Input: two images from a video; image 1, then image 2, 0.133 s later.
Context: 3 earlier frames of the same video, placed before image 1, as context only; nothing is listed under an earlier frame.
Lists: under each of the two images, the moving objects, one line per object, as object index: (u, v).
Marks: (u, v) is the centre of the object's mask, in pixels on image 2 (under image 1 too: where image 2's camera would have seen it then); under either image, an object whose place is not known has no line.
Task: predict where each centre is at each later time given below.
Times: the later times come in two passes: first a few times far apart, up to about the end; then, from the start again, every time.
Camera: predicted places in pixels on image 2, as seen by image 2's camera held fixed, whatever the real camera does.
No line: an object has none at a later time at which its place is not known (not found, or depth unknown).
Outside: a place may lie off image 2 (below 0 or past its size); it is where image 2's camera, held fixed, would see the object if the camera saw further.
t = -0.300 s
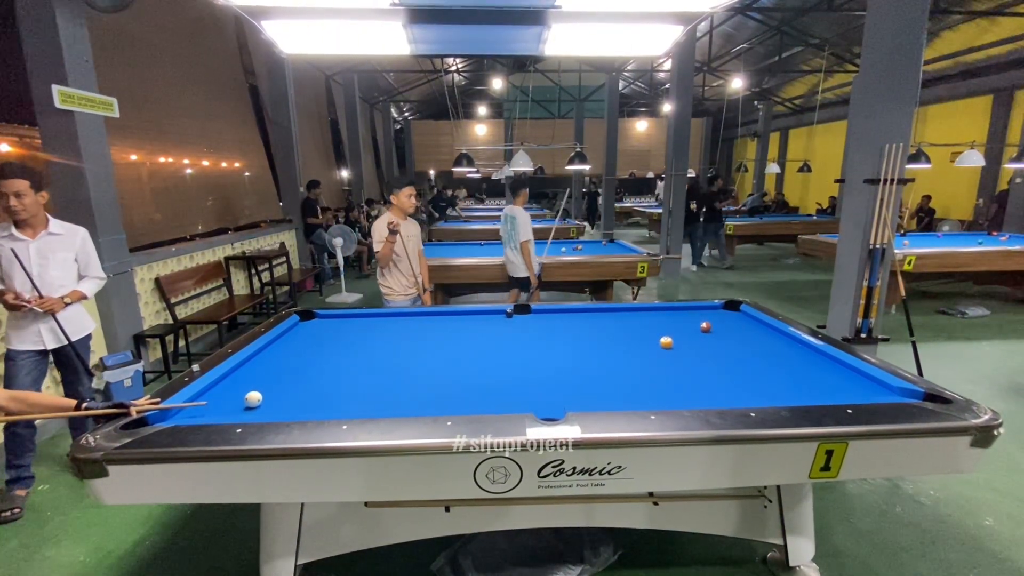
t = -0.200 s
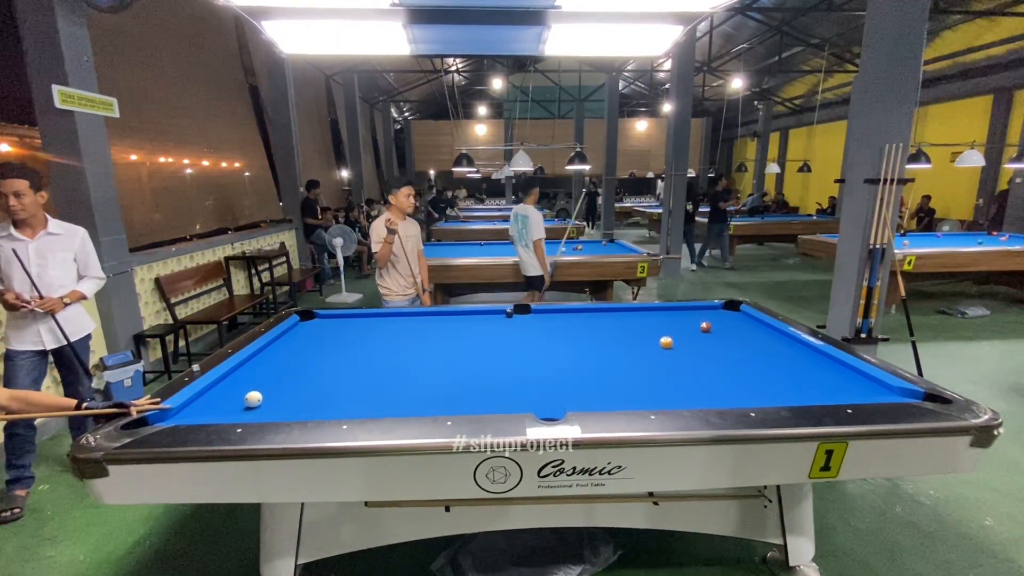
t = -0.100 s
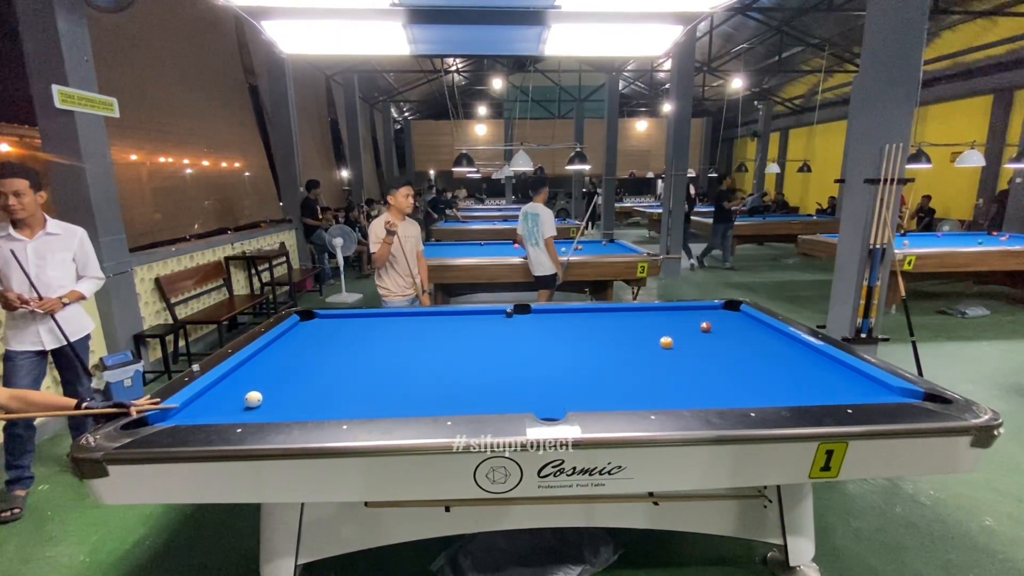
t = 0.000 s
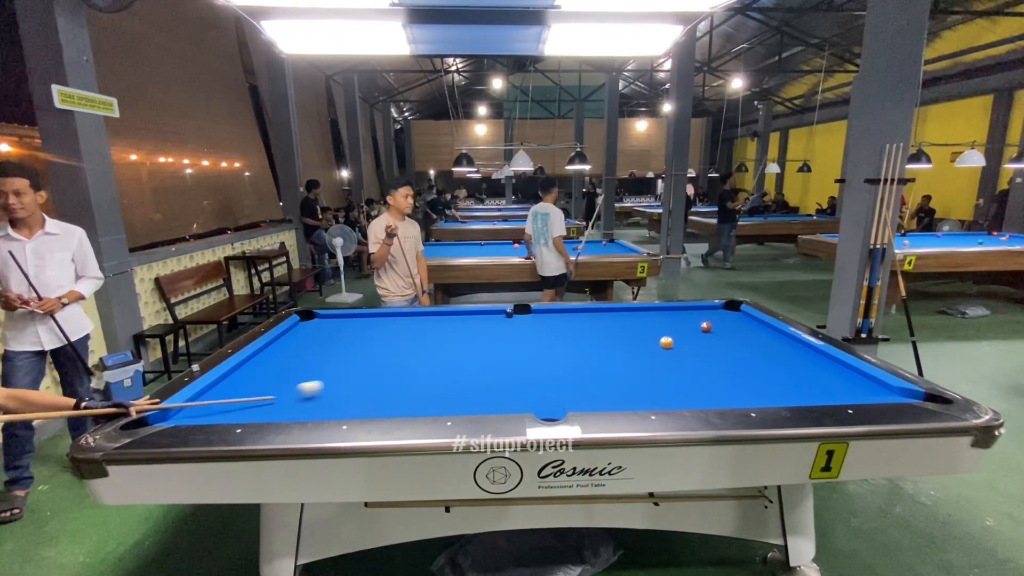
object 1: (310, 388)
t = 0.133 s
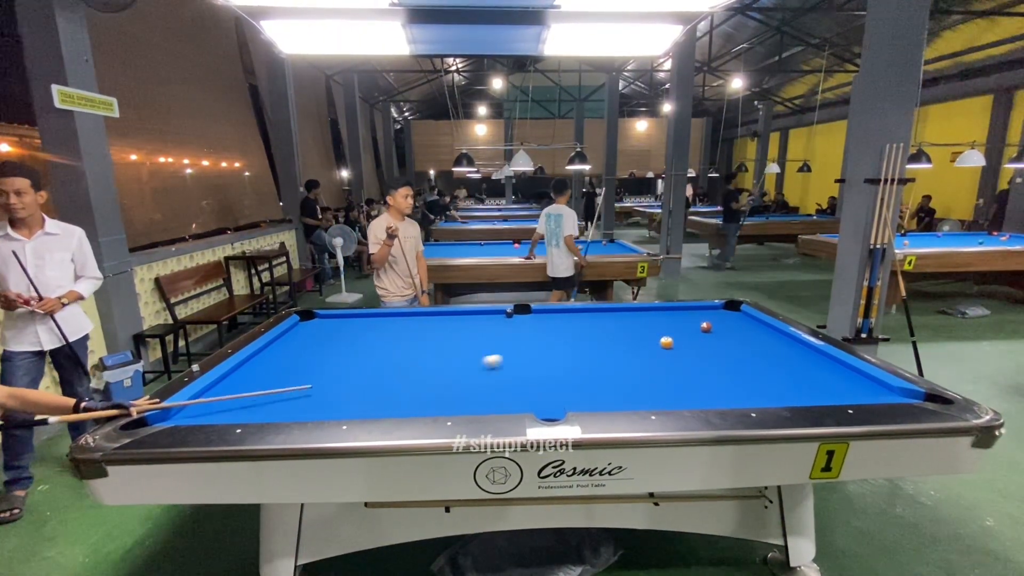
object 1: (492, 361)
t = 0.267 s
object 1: (625, 341)
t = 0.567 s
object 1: (793, 342)
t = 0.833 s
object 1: (737, 355)
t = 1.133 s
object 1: (668, 372)
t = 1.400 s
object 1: (598, 390)
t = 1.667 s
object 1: (525, 401)
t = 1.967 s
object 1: (487, 382)
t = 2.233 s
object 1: (459, 367)
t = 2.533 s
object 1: (434, 354)
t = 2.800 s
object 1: (415, 344)
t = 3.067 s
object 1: (399, 335)
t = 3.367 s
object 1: (383, 327)
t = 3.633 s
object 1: (371, 320)
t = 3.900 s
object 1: (360, 315)
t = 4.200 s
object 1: (350, 319)
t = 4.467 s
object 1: (342, 321)
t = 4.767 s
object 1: (333, 324)
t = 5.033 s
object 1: (326, 326)
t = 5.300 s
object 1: (320, 329)
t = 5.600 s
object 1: (313, 331)
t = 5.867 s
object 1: (309, 332)
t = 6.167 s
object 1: (305, 333)
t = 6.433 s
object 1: (303, 334)
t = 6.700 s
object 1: (301, 335)
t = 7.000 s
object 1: (301, 335)
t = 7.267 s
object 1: (301, 335)
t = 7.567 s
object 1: (301, 335)
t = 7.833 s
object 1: (301, 335)
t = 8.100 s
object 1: (301, 335)
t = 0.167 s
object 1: (529, 355)
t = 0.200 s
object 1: (563, 350)
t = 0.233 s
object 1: (595, 346)
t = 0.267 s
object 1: (625, 341)
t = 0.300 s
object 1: (653, 337)
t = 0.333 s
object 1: (679, 333)
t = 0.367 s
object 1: (703, 329)
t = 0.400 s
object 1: (720, 332)
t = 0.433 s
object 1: (738, 334)
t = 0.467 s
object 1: (755, 336)
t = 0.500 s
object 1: (772, 338)
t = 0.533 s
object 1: (790, 340)
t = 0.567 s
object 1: (793, 342)
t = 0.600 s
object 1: (785, 344)
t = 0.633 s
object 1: (778, 345)
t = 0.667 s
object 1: (770, 347)
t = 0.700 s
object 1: (764, 349)
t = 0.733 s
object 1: (757, 350)
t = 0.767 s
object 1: (751, 352)
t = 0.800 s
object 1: (744, 354)
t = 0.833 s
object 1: (737, 355)
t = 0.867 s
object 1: (730, 357)
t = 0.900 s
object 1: (722, 359)
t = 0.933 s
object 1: (715, 361)
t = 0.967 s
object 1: (708, 363)
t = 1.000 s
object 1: (700, 365)
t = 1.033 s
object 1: (692, 367)
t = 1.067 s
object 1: (684, 369)
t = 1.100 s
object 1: (676, 370)
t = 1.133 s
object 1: (668, 372)
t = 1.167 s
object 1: (660, 375)
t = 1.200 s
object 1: (651, 377)
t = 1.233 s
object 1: (643, 379)
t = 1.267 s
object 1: (634, 381)
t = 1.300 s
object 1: (625, 383)
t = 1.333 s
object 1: (616, 385)
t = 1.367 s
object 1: (607, 388)
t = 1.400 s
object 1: (598, 390)
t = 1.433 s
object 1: (589, 392)
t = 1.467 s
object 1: (579, 395)
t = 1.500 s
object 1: (569, 397)
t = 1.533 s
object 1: (559, 400)
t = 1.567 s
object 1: (549, 402)
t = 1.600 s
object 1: (538, 405)
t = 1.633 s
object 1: (529, 404)
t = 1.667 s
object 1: (525, 401)
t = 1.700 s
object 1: (520, 399)
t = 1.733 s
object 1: (516, 398)
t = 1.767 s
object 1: (511, 395)
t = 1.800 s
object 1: (507, 393)
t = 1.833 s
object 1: (503, 391)
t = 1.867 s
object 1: (499, 388)
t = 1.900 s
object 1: (495, 386)
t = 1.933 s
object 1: (491, 384)
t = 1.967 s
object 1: (487, 382)
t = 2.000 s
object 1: (483, 380)
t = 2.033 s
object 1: (480, 378)
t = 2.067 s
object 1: (476, 376)
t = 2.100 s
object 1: (472, 374)
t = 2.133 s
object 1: (469, 373)
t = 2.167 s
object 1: (466, 371)
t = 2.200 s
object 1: (463, 369)
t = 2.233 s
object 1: (459, 367)
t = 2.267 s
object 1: (456, 366)
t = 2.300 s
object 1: (453, 364)
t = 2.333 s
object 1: (451, 362)
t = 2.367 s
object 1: (447, 361)
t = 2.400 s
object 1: (445, 359)
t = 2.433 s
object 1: (442, 358)
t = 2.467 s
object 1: (439, 356)
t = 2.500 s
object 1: (437, 355)
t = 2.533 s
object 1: (434, 354)
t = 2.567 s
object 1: (432, 352)
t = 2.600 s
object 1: (429, 351)
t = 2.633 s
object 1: (427, 350)
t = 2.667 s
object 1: (424, 348)
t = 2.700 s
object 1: (422, 347)
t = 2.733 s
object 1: (420, 346)
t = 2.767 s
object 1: (417, 345)
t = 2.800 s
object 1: (415, 344)
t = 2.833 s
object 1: (413, 342)
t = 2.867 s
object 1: (411, 341)
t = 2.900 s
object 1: (409, 340)
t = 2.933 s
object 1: (407, 339)
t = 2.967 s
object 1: (405, 338)
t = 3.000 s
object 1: (403, 337)
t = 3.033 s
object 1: (401, 336)
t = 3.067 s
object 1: (399, 335)
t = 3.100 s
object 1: (397, 334)
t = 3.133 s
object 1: (395, 333)
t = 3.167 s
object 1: (393, 332)
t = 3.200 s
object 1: (392, 331)
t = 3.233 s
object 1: (390, 330)
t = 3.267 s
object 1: (388, 329)
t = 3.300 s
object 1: (386, 328)
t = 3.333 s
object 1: (385, 327)
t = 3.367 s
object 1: (383, 327)
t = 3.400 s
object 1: (382, 326)
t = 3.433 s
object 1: (380, 325)
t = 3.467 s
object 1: (378, 324)
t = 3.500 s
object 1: (377, 323)
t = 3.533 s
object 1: (375, 323)
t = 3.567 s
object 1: (374, 322)
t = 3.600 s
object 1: (372, 321)
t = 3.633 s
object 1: (371, 320)
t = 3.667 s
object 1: (369, 319)
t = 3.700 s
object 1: (368, 319)
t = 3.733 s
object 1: (367, 318)
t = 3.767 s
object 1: (365, 317)
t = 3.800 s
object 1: (364, 317)
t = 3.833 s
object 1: (363, 316)
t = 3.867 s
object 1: (361, 315)
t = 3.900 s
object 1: (360, 315)
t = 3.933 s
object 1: (359, 316)
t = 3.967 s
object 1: (358, 316)
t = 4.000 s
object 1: (357, 317)
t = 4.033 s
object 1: (355, 317)
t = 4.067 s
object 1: (354, 317)
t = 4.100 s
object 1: (353, 318)
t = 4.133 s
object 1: (352, 318)
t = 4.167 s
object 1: (351, 318)
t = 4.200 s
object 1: (350, 319)
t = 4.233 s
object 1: (349, 319)
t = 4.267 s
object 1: (348, 319)
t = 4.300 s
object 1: (347, 320)
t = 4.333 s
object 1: (346, 320)
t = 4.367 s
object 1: (345, 320)
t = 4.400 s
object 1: (344, 321)
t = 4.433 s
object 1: (343, 321)
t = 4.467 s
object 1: (342, 321)
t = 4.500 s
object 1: (341, 322)
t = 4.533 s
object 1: (339, 322)
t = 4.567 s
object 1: (338, 322)
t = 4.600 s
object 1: (338, 323)
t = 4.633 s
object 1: (337, 323)
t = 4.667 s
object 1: (336, 323)
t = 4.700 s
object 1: (335, 324)
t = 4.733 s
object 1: (334, 324)
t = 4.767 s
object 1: (333, 324)
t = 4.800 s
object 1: (332, 324)
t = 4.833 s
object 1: (331, 325)
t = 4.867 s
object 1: (330, 325)
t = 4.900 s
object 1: (329, 325)
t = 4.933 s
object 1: (328, 326)
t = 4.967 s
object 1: (327, 326)
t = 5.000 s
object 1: (327, 326)
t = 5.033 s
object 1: (326, 326)
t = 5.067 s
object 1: (325, 327)
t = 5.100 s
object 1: (324, 327)
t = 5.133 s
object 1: (323, 327)
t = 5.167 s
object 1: (323, 327)
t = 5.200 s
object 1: (322, 328)
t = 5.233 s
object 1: (321, 328)
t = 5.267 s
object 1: (320, 328)
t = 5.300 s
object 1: (320, 329)
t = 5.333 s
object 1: (319, 329)
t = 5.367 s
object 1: (318, 329)
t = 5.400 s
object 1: (317, 329)
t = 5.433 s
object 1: (317, 330)
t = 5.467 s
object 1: (316, 330)
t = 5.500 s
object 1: (315, 330)
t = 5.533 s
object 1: (314, 330)
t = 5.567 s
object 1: (314, 331)
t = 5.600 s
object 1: (313, 331)
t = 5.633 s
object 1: (312, 331)
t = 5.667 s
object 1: (312, 331)
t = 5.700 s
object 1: (311, 331)
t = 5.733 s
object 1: (311, 332)
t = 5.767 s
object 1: (311, 332)
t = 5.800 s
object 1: (310, 332)
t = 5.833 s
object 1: (309, 332)
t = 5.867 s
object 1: (309, 332)
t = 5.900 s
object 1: (308, 332)
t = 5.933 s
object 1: (308, 332)
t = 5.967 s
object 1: (307, 333)
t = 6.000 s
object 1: (307, 333)
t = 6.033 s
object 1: (307, 333)
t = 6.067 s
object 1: (306, 333)
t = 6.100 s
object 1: (306, 333)
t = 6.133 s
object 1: (306, 333)
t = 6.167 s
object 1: (305, 333)
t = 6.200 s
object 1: (305, 334)
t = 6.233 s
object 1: (304, 334)
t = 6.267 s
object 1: (304, 334)
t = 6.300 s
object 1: (304, 334)
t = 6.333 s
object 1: (304, 334)
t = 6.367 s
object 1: (303, 334)
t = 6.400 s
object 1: (303, 334)
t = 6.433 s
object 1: (303, 334)
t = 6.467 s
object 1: (302, 335)
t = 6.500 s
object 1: (302, 335)
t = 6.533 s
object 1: (302, 335)
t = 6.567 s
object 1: (302, 335)
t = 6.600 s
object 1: (302, 335)
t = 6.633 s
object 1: (302, 335)
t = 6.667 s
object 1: (301, 335)
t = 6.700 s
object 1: (301, 335)
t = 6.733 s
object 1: (301, 335)
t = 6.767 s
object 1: (301, 335)
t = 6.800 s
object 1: (301, 335)
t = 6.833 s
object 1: (301, 335)
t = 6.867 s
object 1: (301, 335)
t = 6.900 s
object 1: (301, 335)
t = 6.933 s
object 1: (301, 335)
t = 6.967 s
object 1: (301, 335)
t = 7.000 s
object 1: (301, 335)
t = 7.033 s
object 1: (301, 335)
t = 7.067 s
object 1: (301, 335)
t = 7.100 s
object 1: (301, 335)
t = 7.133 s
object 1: (301, 335)
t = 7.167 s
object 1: (301, 335)
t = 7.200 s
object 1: (301, 335)
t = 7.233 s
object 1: (301, 335)
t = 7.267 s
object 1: (301, 335)
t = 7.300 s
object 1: (301, 335)
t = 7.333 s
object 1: (301, 335)
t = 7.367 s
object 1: (301, 335)
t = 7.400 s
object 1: (301, 335)
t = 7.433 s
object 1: (301, 335)
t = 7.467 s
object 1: (301, 335)
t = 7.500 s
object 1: (301, 335)
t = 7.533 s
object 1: (301, 335)
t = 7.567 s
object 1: (301, 335)
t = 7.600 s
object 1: (301, 335)
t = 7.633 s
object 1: (301, 335)
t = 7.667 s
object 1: (301, 335)
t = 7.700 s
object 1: (301, 335)
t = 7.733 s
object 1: (301, 335)
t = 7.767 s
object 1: (301, 335)
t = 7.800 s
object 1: (301, 335)
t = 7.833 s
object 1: (301, 335)
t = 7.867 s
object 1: (301, 335)
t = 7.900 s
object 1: (301, 335)
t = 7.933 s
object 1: (301, 335)
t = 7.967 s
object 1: (301, 335)
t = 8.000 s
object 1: (301, 335)
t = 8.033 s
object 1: (301, 335)
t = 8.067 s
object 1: (301, 335)
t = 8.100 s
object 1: (301, 335)
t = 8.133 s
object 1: (301, 335)
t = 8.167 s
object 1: (301, 335)
